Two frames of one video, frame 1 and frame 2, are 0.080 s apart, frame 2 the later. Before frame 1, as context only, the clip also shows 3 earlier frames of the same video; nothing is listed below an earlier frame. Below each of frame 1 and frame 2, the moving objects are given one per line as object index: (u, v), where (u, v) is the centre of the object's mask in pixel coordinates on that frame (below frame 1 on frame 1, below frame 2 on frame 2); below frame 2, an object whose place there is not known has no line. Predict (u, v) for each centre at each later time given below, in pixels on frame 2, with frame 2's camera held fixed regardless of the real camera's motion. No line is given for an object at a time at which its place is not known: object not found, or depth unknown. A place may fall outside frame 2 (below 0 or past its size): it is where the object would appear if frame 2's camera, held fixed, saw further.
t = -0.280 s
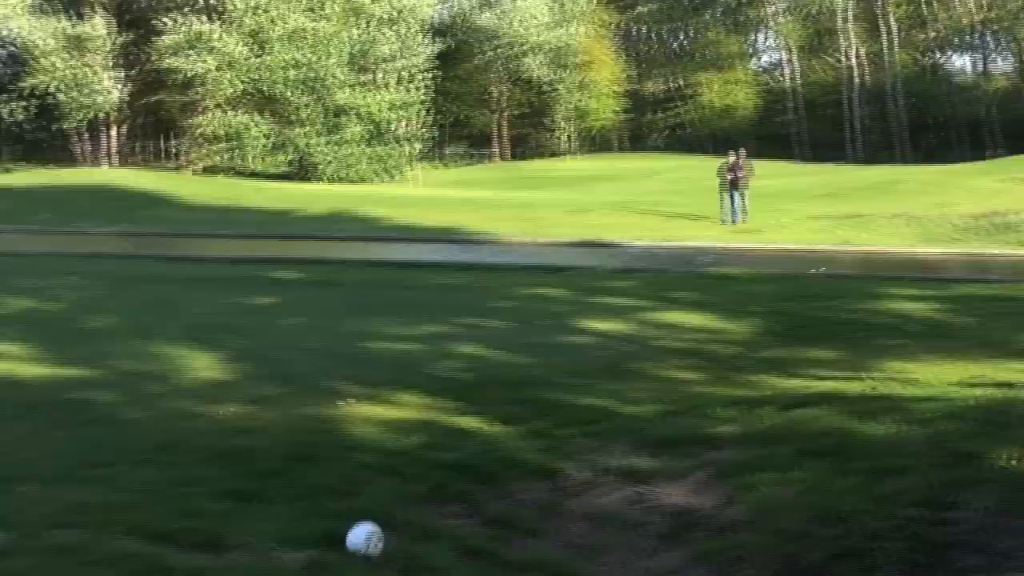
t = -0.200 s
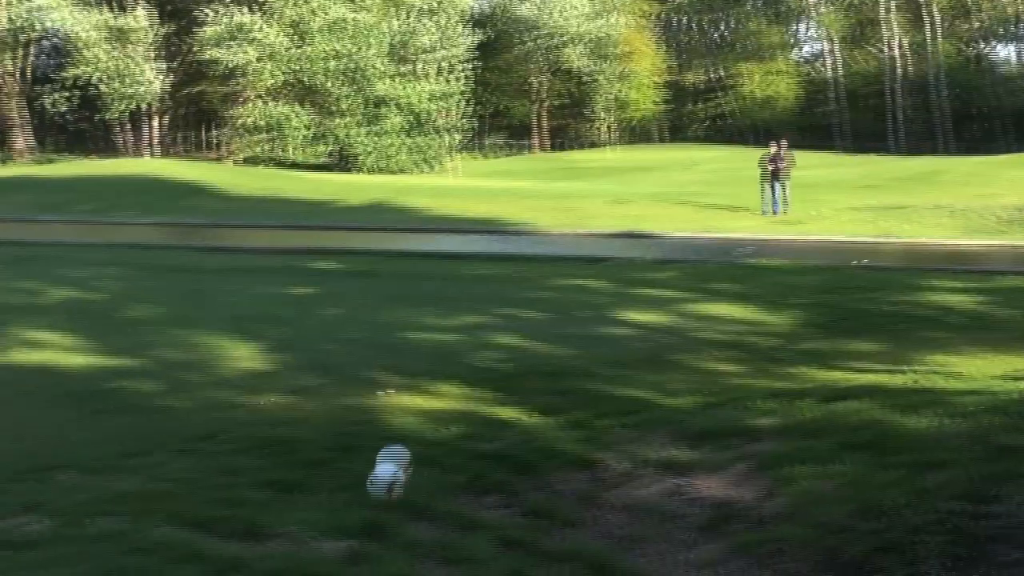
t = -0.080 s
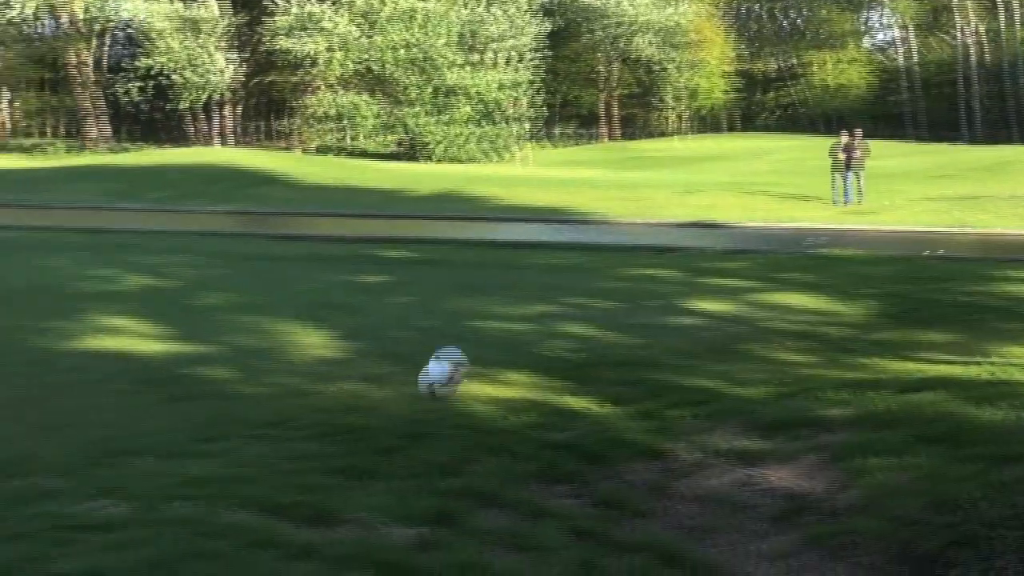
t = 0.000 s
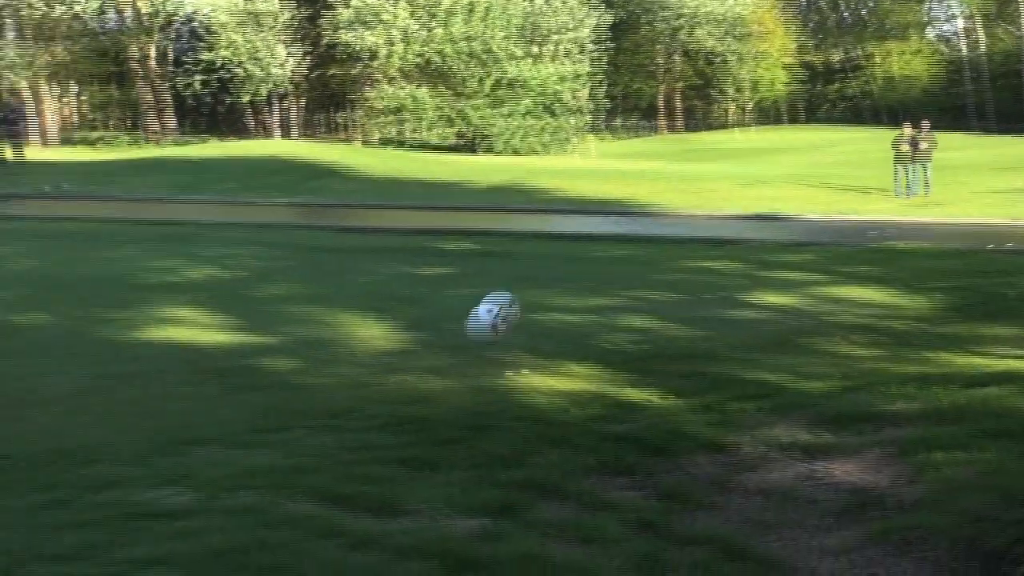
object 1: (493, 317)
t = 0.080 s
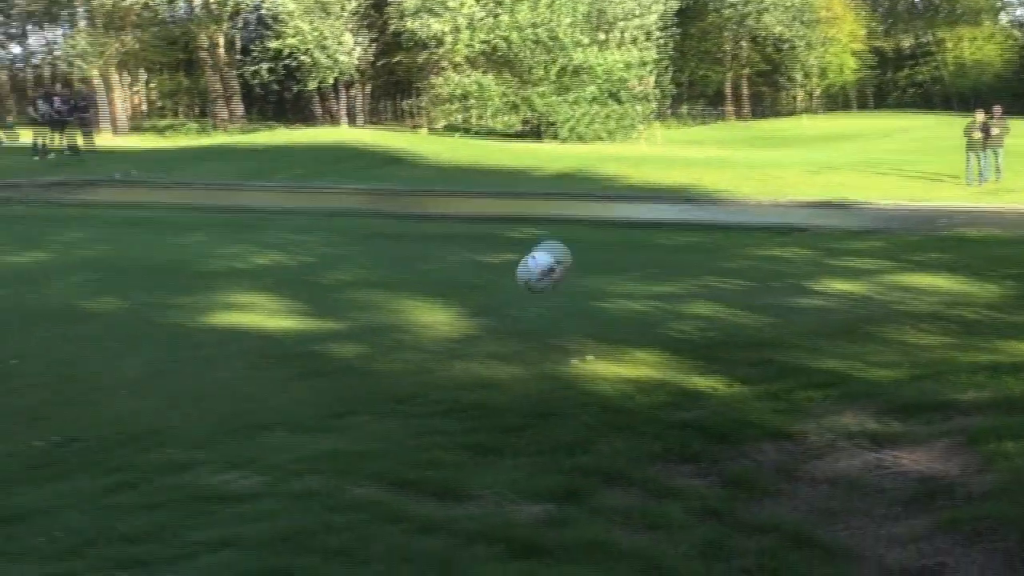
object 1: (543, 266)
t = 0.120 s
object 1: (546, 247)
